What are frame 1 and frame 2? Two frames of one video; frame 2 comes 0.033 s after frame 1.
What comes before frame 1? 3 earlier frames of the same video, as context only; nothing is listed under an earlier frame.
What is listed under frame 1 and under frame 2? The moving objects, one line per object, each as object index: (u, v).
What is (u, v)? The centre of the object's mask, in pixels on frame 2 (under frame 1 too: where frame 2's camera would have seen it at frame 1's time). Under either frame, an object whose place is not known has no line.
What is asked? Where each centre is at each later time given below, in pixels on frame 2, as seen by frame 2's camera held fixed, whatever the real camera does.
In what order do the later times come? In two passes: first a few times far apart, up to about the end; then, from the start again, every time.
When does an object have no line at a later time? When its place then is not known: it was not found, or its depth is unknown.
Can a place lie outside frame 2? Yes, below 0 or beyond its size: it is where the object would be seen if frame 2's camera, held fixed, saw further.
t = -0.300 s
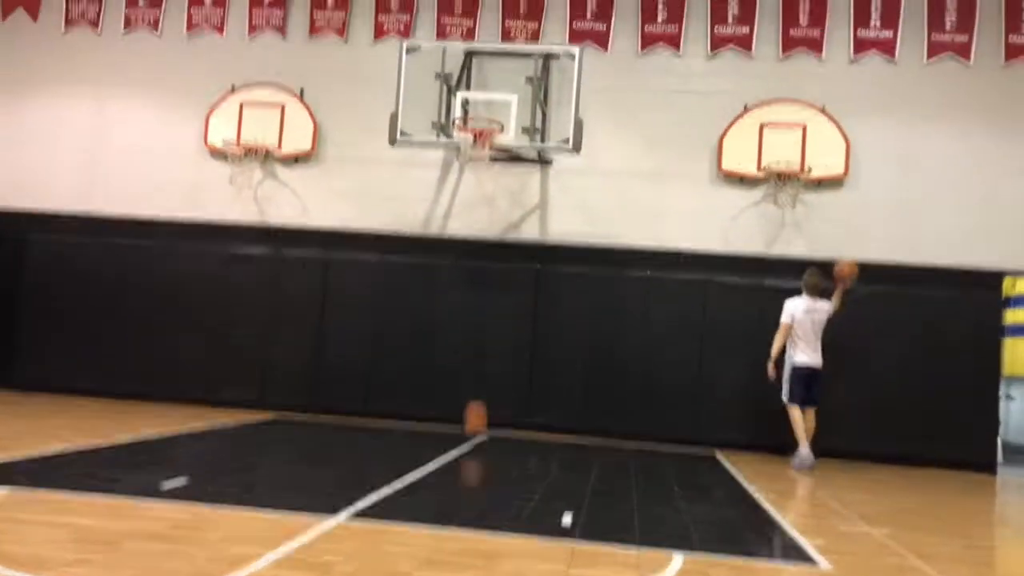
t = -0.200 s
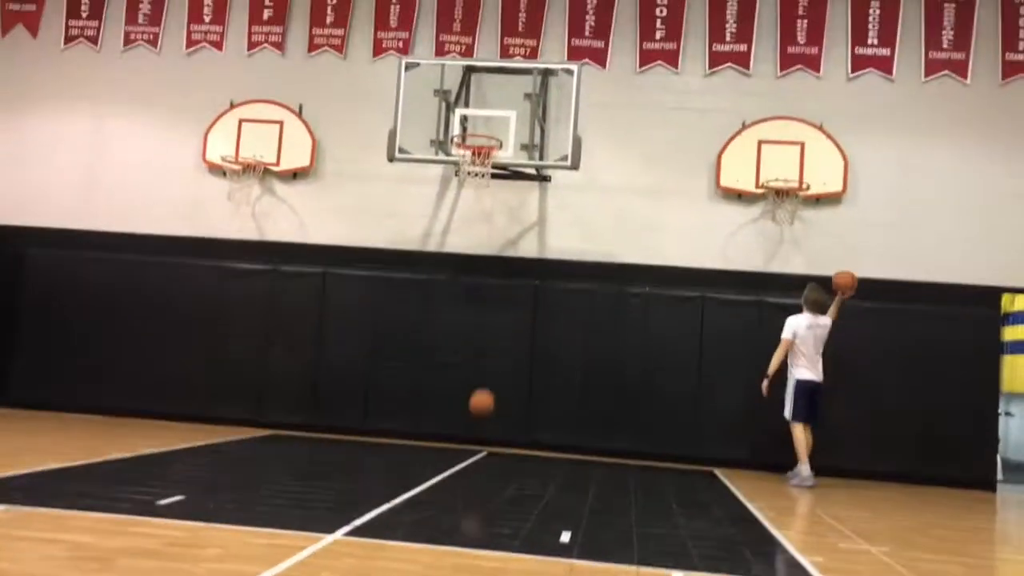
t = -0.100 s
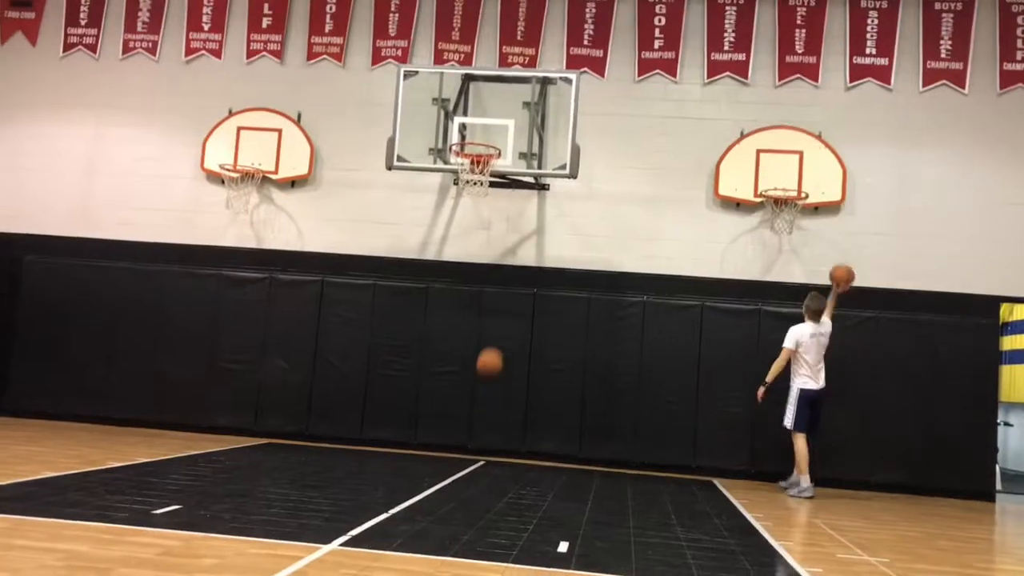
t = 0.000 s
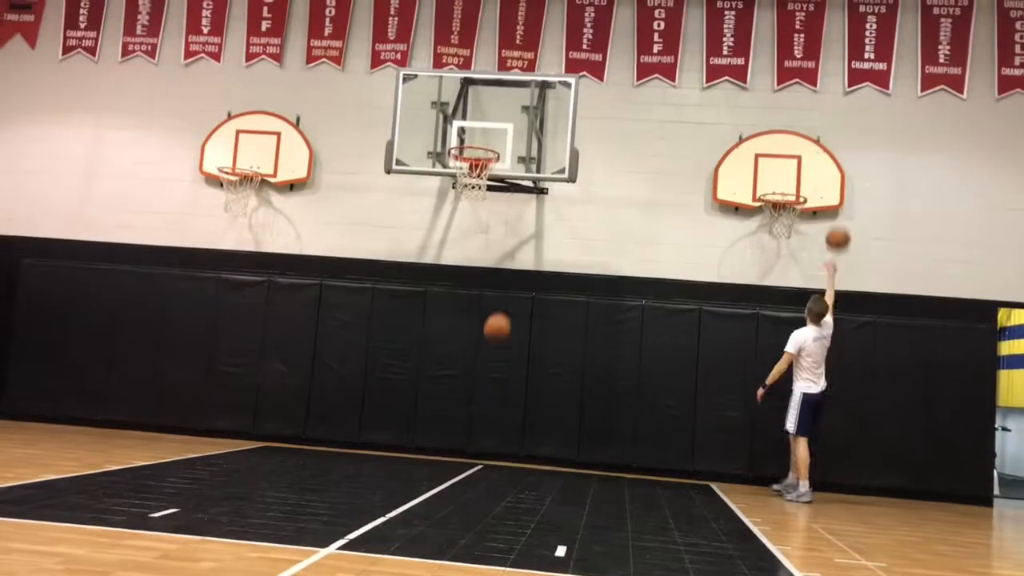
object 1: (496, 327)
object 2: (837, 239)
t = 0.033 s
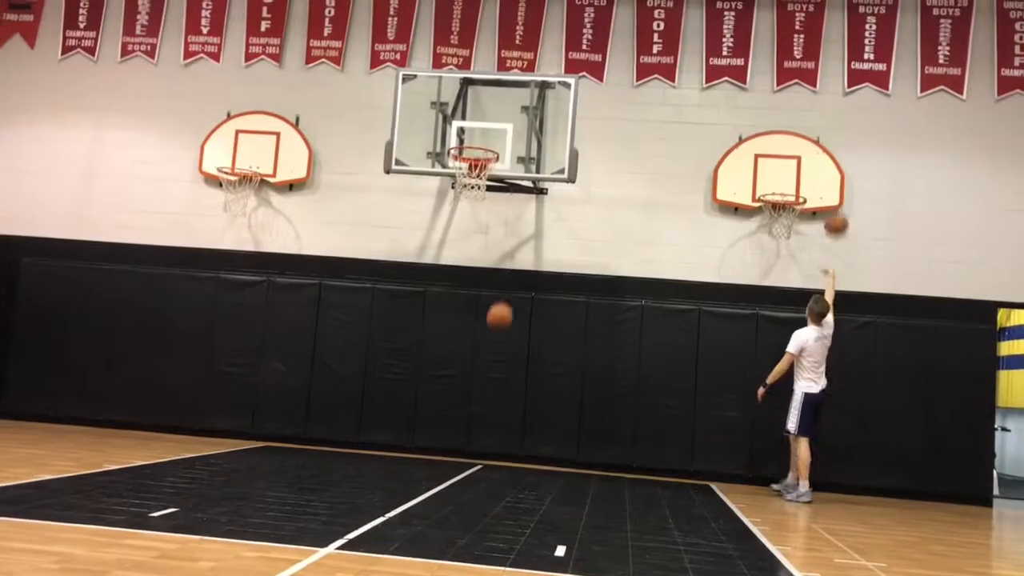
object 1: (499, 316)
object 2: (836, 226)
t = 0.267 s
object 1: (518, 274)
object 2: (824, 153)
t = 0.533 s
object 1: (535, 291)
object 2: (809, 136)
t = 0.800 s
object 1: (547, 396)
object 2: (802, 179)
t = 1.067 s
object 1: (566, 416)
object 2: (776, 183)
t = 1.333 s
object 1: (592, 341)
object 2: (760, 181)
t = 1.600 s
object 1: (613, 354)
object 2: (740, 235)
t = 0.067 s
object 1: (502, 307)
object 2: (835, 211)
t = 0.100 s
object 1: (505, 296)
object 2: (833, 199)
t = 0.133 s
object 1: (508, 290)
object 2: (830, 187)
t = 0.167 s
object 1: (510, 284)
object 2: (829, 177)
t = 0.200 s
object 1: (513, 279)
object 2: (827, 168)
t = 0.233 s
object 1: (516, 276)
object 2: (826, 159)
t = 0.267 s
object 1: (518, 274)
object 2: (824, 153)
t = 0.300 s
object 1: (520, 272)
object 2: (822, 147)
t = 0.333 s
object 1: (522, 272)
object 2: (820, 143)
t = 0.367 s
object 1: (524, 272)
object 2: (818, 139)
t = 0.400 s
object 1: (527, 273)
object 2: (816, 137)
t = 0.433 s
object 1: (529, 275)
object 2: (814, 135)
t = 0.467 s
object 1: (531, 280)
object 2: (812, 134)
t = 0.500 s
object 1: (533, 285)
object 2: (810, 135)
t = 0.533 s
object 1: (535, 291)
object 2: (809, 136)
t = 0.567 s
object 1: (537, 299)
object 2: (808, 138)
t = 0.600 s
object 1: (539, 309)
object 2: (807, 141)
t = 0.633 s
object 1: (540, 320)
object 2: (807, 144)
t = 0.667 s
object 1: (542, 332)
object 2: (806, 150)
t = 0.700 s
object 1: (544, 346)
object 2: (805, 156)
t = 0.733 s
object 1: (545, 360)
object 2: (804, 162)
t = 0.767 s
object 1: (546, 378)
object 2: (803, 170)
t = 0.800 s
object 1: (547, 396)
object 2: (802, 179)
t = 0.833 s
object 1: (548, 416)
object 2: (802, 188)
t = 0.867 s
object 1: (550, 438)
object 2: (799, 186)
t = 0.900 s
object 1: (550, 461)
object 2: (794, 183)
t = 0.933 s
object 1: (551, 483)
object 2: (791, 181)
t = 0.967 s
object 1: (555, 464)
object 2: (787, 180)
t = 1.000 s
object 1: (559, 448)
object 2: (784, 180)
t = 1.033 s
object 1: (562, 431)
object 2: (780, 181)
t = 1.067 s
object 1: (566, 416)
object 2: (776, 183)
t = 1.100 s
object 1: (569, 401)
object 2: (774, 181)
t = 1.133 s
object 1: (573, 389)
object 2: (772, 178)
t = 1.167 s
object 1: (576, 378)
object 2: (770, 176)
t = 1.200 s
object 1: (580, 368)
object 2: (768, 175)
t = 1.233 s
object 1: (582, 359)
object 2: (766, 175)
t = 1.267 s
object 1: (586, 352)
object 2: (764, 176)
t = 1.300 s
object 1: (589, 346)
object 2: (762, 178)
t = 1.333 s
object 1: (592, 341)
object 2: (760, 181)
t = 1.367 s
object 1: (594, 338)
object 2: (758, 185)
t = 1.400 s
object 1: (598, 337)
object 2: (756, 190)
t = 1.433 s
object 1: (600, 335)
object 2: (753, 195)
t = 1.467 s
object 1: (603, 336)
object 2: (751, 200)
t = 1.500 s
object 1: (606, 338)
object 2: (748, 208)
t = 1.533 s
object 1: (609, 342)
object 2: (745, 216)
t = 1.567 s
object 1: (611, 348)
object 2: (743, 226)
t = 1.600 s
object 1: (613, 354)
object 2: (740, 235)
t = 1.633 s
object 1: (616, 362)
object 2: (737, 246)
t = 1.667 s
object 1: (619, 372)
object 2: (734, 259)
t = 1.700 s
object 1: (621, 383)
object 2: (732, 272)
